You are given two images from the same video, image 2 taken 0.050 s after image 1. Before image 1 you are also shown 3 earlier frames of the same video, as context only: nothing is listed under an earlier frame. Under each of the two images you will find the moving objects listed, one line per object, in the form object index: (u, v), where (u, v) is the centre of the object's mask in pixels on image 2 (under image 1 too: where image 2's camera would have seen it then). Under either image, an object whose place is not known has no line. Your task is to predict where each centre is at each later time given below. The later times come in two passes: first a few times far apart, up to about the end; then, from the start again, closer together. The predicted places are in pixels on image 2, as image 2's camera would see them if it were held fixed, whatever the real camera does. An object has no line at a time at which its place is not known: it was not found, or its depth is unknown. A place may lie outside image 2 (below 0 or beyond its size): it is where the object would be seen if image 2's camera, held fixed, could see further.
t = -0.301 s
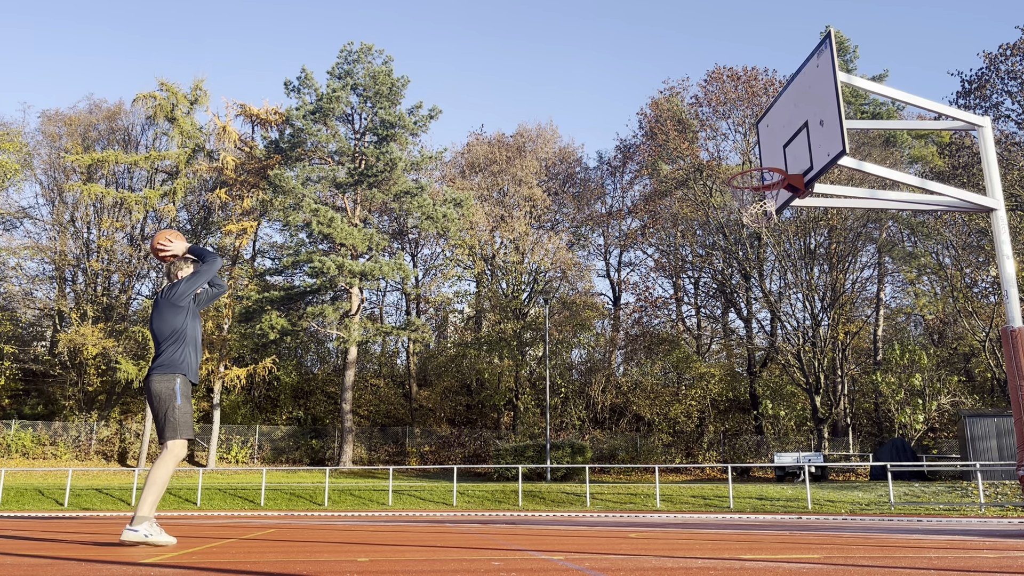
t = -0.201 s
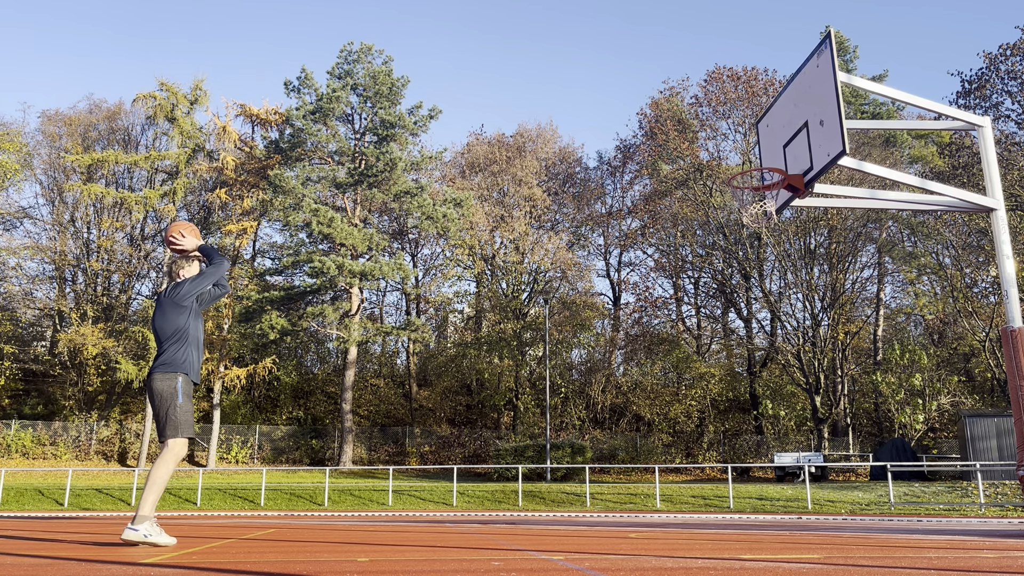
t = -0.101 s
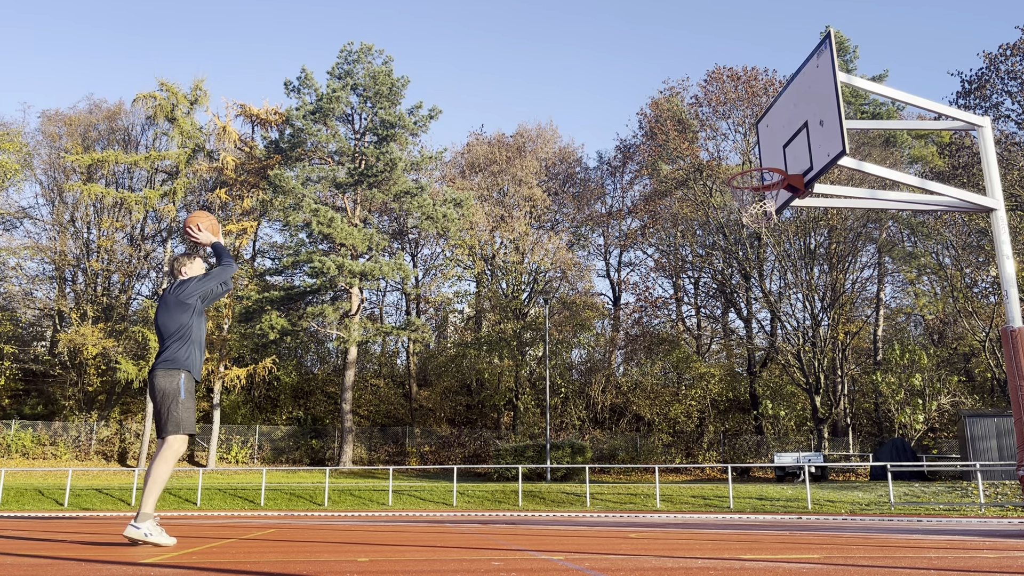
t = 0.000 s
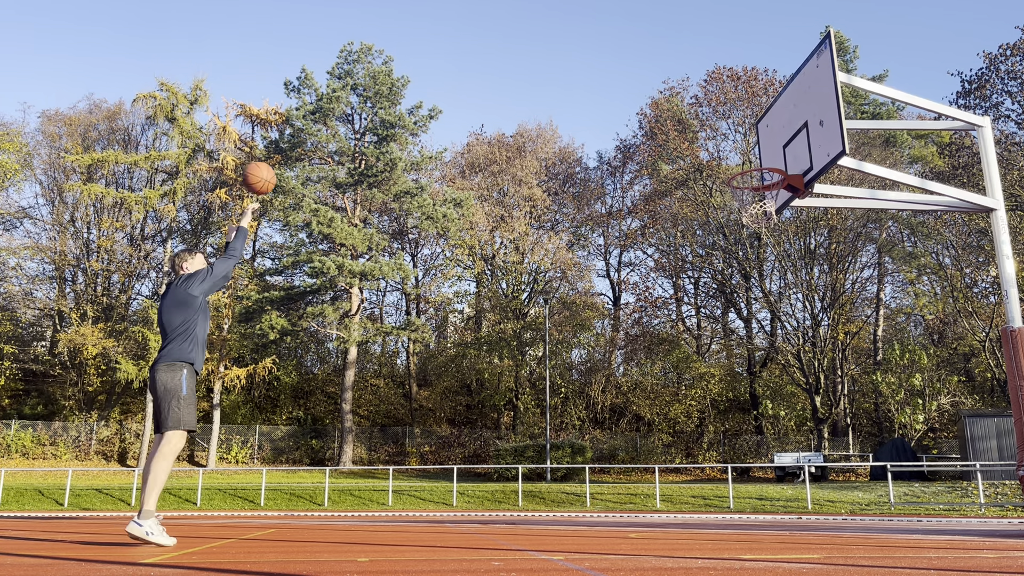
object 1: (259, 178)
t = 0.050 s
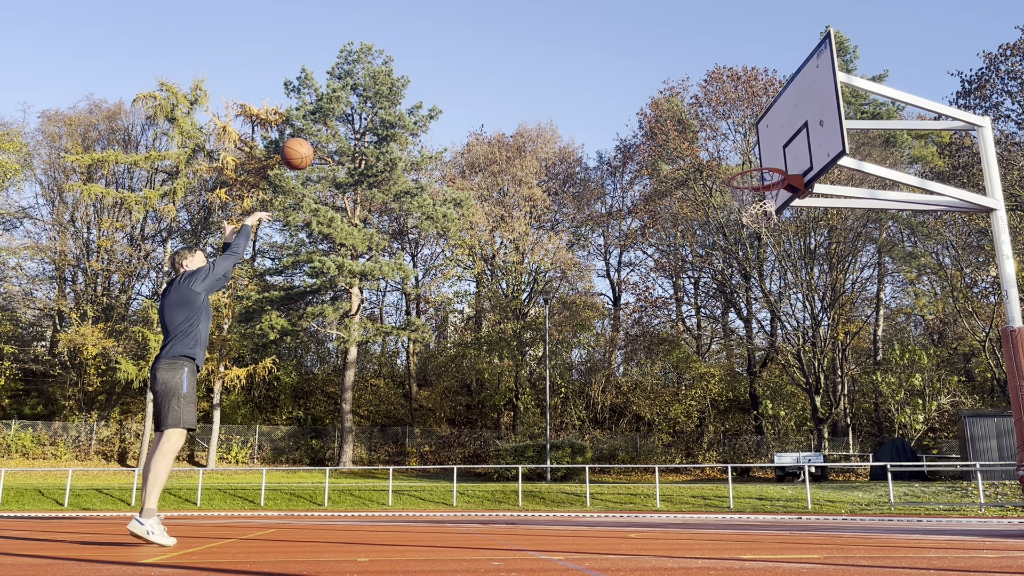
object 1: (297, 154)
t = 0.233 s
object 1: (423, 97)
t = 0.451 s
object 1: (555, 83)
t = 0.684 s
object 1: (685, 124)
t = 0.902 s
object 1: (776, 161)
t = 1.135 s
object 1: (754, 144)
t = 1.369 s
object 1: (716, 175)
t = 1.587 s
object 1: (684, 253)
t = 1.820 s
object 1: (653, 389)
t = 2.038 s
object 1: (631, 491)
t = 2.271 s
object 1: (624, 400)
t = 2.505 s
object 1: (621, 371)
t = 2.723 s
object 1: (620, 393)
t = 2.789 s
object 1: (620, 410)
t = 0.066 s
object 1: (309, 147)
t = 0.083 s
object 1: (321, 140)
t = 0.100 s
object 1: (333, 134)
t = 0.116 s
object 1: (345, 128)
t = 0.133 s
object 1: (357, 122)
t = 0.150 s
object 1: (368, 117)
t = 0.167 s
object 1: (379, 112)
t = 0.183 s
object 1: (391, 108)
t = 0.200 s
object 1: (402, 104)
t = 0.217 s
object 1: (412, 100)
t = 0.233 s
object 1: (423, 97)
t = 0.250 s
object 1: (434, 94)
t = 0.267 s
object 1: (444, 91)
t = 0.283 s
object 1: (455, 89)
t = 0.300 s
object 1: (465, 87)
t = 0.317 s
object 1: (476, 85)
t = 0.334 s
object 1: (486, 84)
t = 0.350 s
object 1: (496, 83)
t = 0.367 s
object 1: (506, 82)
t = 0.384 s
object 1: (516, 82)
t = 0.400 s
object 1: (526, 81)
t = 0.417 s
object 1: (536, 81)
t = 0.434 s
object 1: (545, 82)
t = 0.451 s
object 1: (555, 83)
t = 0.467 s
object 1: (565, 84)
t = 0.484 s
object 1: (574, 85)
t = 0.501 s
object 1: (584, 87)
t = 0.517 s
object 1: (593, 89)
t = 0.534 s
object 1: (602, 91)
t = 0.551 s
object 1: (612, 94)
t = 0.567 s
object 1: (621, 97)
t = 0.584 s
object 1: (630, 100)
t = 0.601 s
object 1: (639, 103)
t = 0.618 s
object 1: (649, 107)
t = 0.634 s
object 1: (658, 111)
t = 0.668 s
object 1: (676, 119)
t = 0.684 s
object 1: (685, 124)
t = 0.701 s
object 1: (694, 129)
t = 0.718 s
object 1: (704, 135)
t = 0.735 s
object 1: (712, 140)
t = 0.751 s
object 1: (721, 146)
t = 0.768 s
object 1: (730, 152)
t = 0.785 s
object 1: (739, 158)
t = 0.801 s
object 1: (745, 160)
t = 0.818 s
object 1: (750, 160)
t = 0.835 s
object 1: (755, 159)
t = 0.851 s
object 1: (760, 159)
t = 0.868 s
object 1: (765, 159)
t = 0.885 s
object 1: (771, 160)
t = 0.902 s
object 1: (776, 161)
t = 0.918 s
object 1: (778, 159)
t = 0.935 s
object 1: (779, 158)
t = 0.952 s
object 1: (781, 157)
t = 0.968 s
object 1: (783, 155)
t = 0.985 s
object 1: (781, 152)
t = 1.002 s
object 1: (778, 151)
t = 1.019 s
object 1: (775, 148)
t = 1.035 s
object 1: (772, 147)
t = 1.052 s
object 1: (769, 146)
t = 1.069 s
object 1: (766, 145)
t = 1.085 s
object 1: (763, 144)
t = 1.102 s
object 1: (760, 144)
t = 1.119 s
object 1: (757, 144)
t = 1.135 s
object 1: (754, 144)
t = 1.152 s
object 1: (751, 144)
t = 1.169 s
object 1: (748, 145)
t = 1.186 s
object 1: (745, 146)
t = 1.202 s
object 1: (743, 147)
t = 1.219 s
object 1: (740, 149)
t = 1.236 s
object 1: (737, 151)
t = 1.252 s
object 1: (734, 153)
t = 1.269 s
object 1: (732, 155)
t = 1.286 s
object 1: (729, 158)
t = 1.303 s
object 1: (726, 161)
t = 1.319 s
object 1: (723, 164)
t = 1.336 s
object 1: (721, 167)
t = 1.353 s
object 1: (718, 171)
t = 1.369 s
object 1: (716, 175)
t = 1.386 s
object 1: (713, 179)
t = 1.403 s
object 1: (711, 184)
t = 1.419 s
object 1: (708, 189)
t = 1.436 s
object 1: (706, 194)
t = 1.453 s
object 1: (703, 199)
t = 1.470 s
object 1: (701, 205)
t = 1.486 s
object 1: (698, 211)
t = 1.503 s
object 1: (696, 217)
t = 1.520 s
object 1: (694, 224)
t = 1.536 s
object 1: (691, 230)
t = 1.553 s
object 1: (689, 237)
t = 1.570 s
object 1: (686, 245)
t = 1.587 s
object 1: (684, 253)
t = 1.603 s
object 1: (682, 260)
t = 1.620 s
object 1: (679, 269)
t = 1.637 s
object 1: (677, 277)
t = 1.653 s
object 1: (675, 286)
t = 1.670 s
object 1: (672, 295)
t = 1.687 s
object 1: (670, 304)
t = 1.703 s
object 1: (667, 313)
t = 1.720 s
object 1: (666, 324)
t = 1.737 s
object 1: (663, 334)
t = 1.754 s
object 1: (661, 345)
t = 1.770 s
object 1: (659, 355)
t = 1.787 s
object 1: (657, 366)
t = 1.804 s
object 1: (655, 378)
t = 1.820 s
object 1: (653, 389)
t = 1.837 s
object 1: (650, 402)
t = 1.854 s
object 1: (648, 414)
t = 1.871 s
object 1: (646, 427)
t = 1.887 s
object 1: (644, 440)
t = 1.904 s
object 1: (642, 453)
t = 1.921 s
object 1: (640, 467)
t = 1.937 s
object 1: (638, 482)
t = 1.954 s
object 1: (636, 496)
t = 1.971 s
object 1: (634, 511)
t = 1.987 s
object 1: (632, 519)
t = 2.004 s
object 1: (631, 509)
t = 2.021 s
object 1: (631, 500)
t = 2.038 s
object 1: (631, 491)
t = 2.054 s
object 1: (630, 482)
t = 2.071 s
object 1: (630, 473)
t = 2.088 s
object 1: (629, 465)
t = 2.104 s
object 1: (628, 457)
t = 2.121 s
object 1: (628, 450)
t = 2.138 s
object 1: (628, 443)
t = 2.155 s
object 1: (627, 437)
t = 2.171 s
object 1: (626, 430)
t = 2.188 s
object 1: (626, 425)
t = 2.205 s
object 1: (626, 419)
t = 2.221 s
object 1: (626, 414)
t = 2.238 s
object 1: (625, 409)
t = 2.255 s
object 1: (625, 404)
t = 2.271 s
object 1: (624, 400)
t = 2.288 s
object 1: (624, 396)
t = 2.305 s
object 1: (624, 392)
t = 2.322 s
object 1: (624, 388)
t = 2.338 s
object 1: (623, 386)
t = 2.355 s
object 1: (623, 383)
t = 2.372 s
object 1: (623, 380)
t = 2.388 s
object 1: (623, 378)
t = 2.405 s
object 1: (622, 376)
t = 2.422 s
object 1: (622, 375)
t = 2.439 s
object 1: (622, 373)
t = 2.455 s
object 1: (622, 373)
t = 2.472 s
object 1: (622, 372)
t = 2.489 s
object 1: (621, 371)
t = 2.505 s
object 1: (621, 371)
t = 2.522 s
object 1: (621, 371)
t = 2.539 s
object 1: (621, 371)
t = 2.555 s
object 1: (621, 372)
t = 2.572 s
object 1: (621, 373)
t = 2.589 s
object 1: (620, 374)
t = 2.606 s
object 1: (620, 375)
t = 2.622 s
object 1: (620, 377)
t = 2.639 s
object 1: (620, 379)
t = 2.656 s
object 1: (620, 381)
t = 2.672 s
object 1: (620, 384)
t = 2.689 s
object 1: (619, 387)
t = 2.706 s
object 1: (620, 390)
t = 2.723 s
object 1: (620, 393)
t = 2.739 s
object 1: (619, 397)
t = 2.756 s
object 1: (619, 401)
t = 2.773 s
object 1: (619, 405)
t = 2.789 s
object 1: (620, 410)
